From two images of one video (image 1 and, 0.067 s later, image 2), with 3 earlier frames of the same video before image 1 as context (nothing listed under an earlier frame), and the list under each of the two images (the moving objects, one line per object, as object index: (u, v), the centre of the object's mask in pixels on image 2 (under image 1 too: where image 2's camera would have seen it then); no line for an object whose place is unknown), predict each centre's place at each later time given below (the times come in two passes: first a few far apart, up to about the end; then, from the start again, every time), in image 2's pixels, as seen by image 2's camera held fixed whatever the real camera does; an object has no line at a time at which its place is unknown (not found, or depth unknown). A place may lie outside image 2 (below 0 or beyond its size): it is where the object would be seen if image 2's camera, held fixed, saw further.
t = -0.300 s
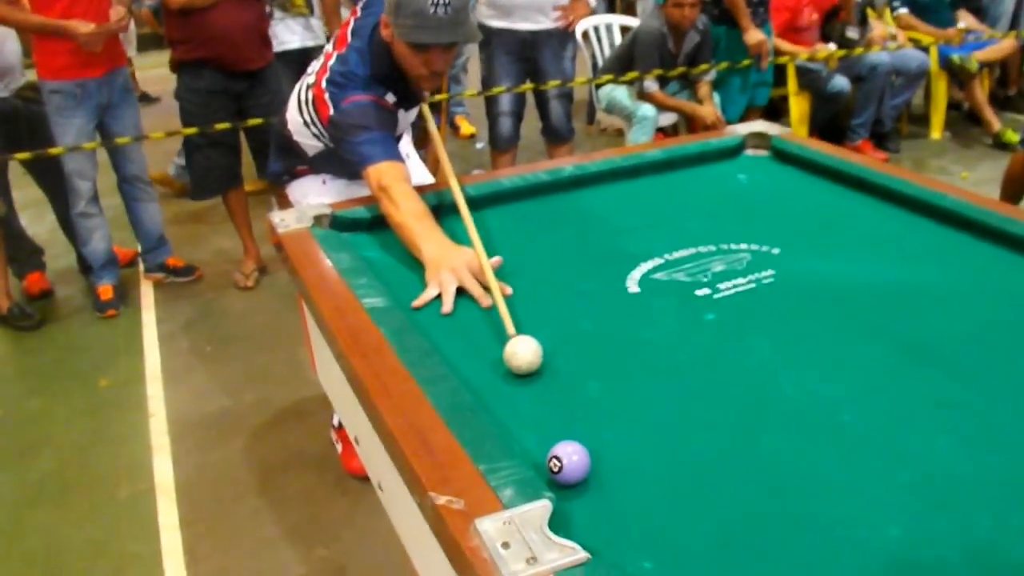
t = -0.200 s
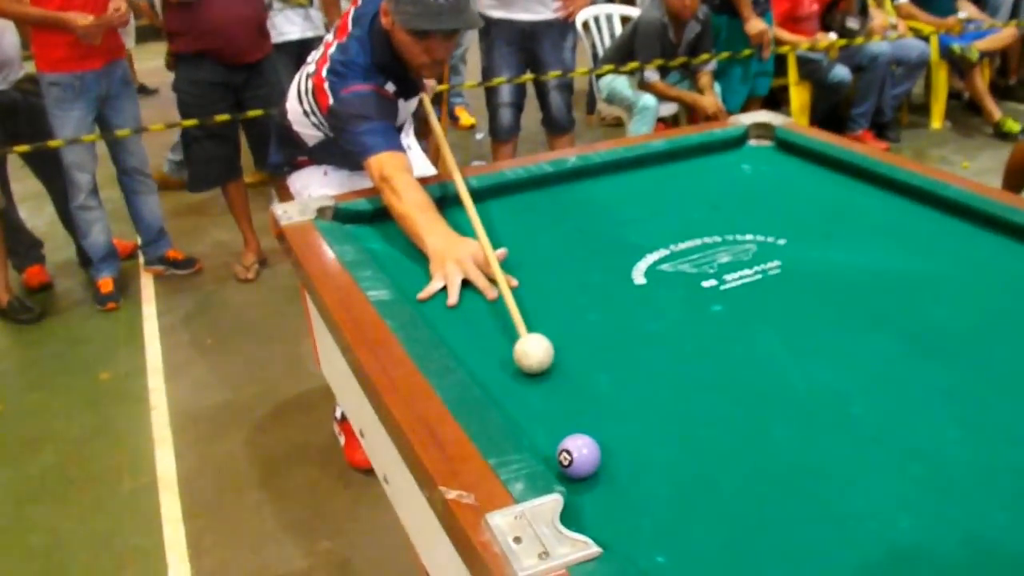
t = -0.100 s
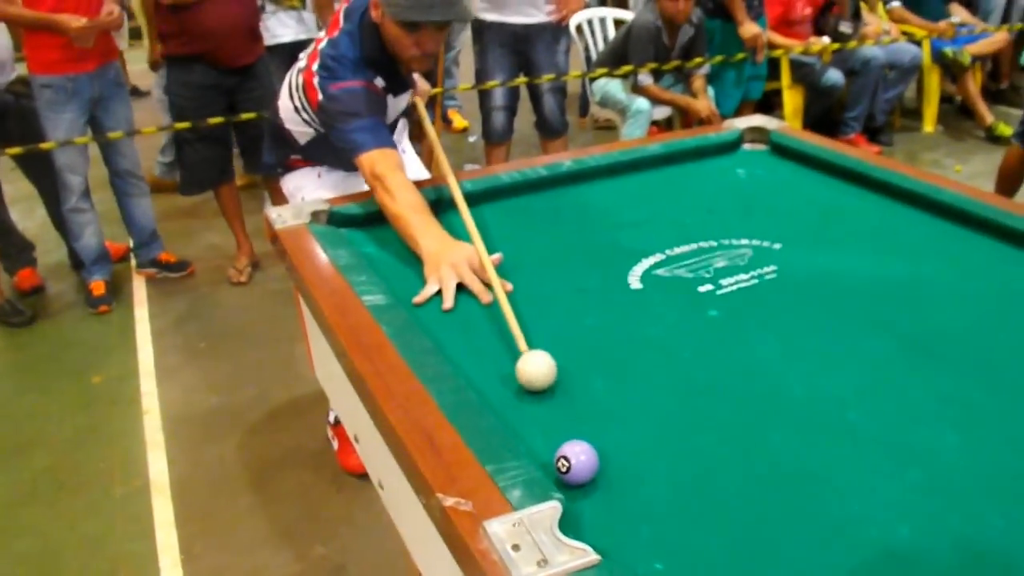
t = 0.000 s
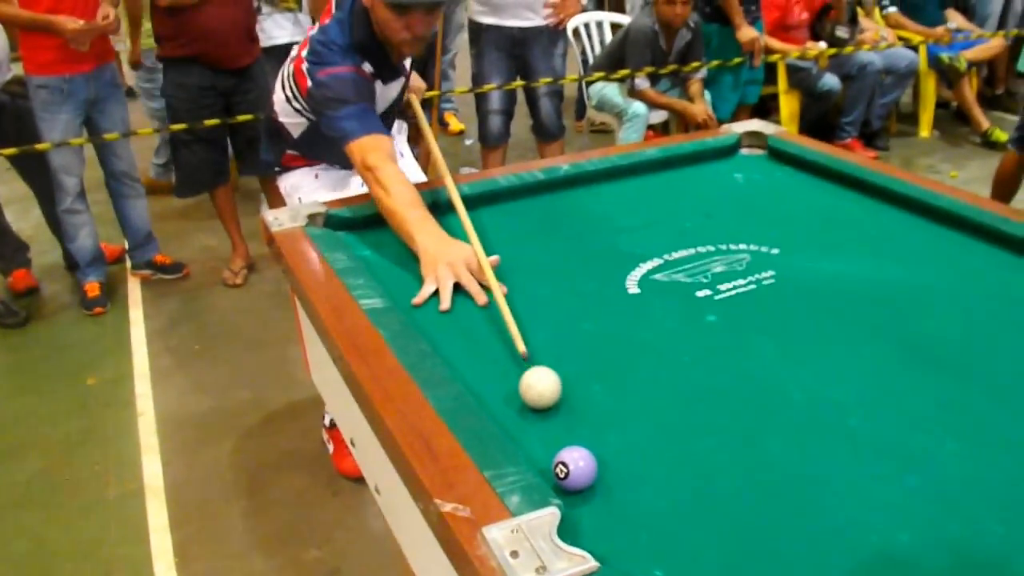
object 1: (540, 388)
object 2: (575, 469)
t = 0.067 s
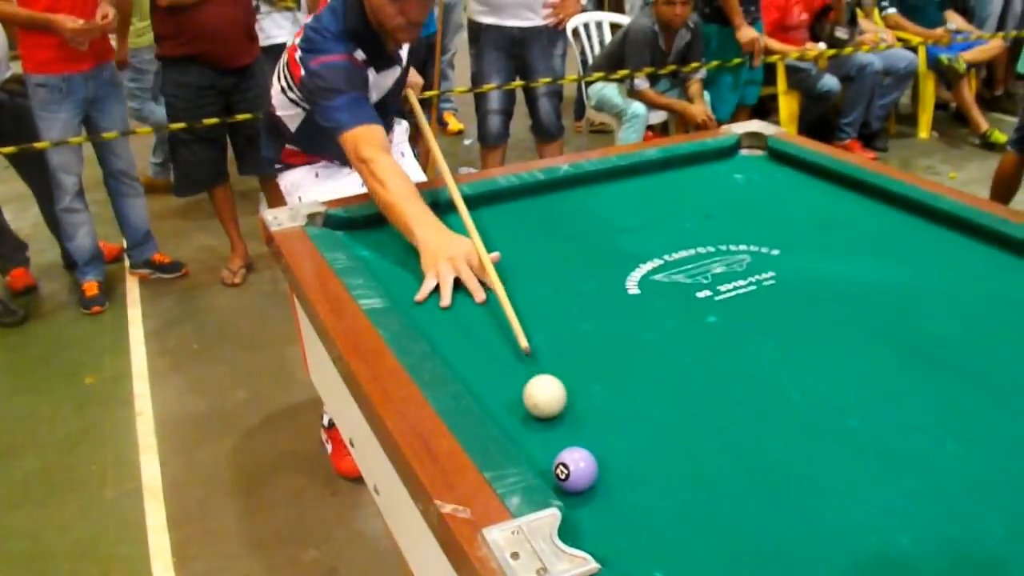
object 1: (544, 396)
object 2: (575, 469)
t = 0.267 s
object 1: (558, 420)
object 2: (576, 469)
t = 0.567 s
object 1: (576, 442)
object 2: (579, 483)
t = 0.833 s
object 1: (585, 451)
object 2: (586, 504)
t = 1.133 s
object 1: (589, 455)
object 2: (598, 522)
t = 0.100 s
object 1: (547, 400)
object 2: (575, 469)
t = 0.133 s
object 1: (549, 404)
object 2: (575, 469)
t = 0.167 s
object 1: (551, 408)
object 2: (575, 469)
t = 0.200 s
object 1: (554, 412)
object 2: (575, 470)
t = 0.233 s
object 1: (556, 416)
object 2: (575, 469)
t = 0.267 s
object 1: (558, 420)
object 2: (576, 469)
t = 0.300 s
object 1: (561, 423)
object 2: (576, 468)
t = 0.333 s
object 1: (563, 426)
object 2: (576, 469)
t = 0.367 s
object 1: (565, 429)
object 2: (575, 469)
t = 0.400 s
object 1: (567, 432)
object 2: (576, 469)
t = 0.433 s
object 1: (569, 435)
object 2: (576, 470)
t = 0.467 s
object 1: (571, 437)
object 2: (577, 474)
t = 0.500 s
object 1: (572, 438)
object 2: (578, 477)
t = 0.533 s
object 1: (574, 440)
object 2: (579, 480)
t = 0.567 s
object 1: (576, 442)
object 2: (579, 483)
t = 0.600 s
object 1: (577, 443)
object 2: (580, 485)
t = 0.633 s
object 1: (578, 444)
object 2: (581, 488)
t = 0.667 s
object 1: (579, 446)
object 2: (582, 491)
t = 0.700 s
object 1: (581, 447)
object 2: (583, 493)
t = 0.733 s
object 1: (582, 449)
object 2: (584, 496)
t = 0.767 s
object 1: (583, 449)
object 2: (584, 499)
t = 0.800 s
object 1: (584, 451)
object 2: (585, 502)
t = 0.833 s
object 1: (585, 451)
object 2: (586, 504)
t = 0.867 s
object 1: (586, 452)
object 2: (587, 506)
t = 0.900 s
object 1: (586, 453)
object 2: (589, 508)
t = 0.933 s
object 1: (587, 453)
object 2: (590, 511)
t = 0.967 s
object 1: (588, 454)
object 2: (591, 513)
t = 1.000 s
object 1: (588, 454)
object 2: (593, 515)
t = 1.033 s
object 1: (588, 455)
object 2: (594, 517)
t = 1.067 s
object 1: (589, 455)
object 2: (595, 518)
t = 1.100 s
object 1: (589, 455)
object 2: (597, 520)
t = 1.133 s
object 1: (589, 455)
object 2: (598, 522)
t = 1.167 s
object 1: (589, 455)
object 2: (599, 523)
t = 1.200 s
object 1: (589, 455)
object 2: (600, 525)
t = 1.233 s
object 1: (589, 455)
